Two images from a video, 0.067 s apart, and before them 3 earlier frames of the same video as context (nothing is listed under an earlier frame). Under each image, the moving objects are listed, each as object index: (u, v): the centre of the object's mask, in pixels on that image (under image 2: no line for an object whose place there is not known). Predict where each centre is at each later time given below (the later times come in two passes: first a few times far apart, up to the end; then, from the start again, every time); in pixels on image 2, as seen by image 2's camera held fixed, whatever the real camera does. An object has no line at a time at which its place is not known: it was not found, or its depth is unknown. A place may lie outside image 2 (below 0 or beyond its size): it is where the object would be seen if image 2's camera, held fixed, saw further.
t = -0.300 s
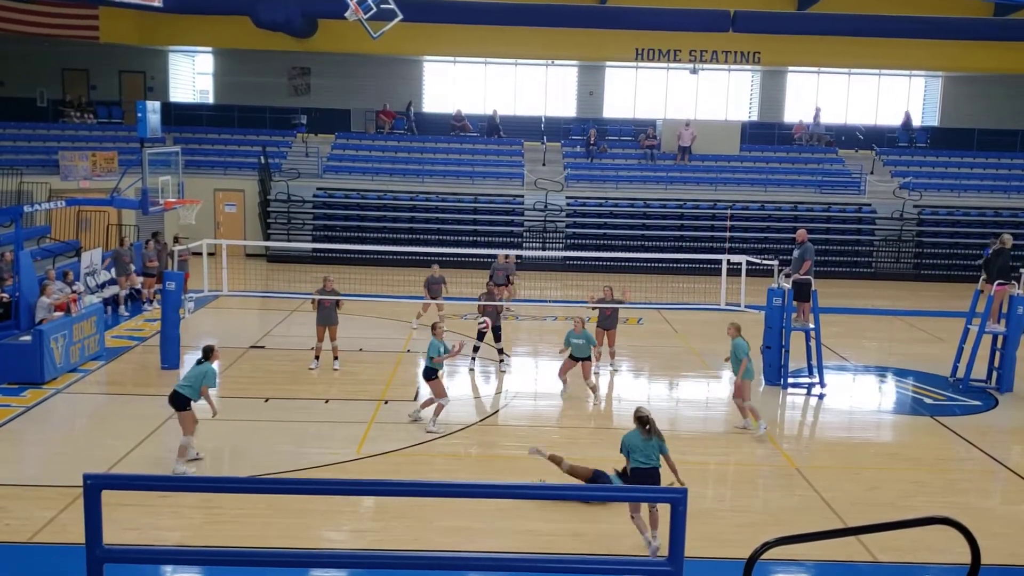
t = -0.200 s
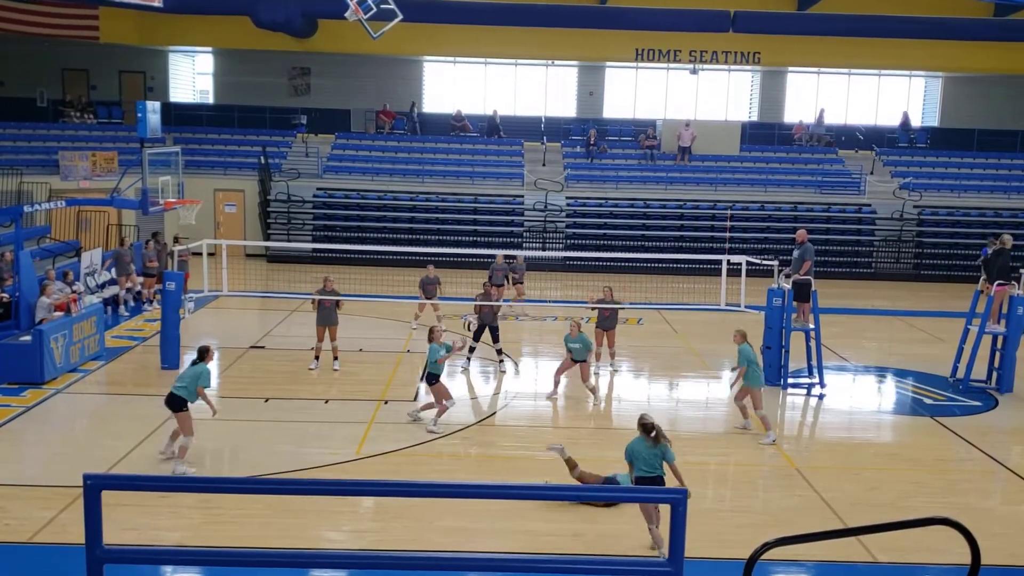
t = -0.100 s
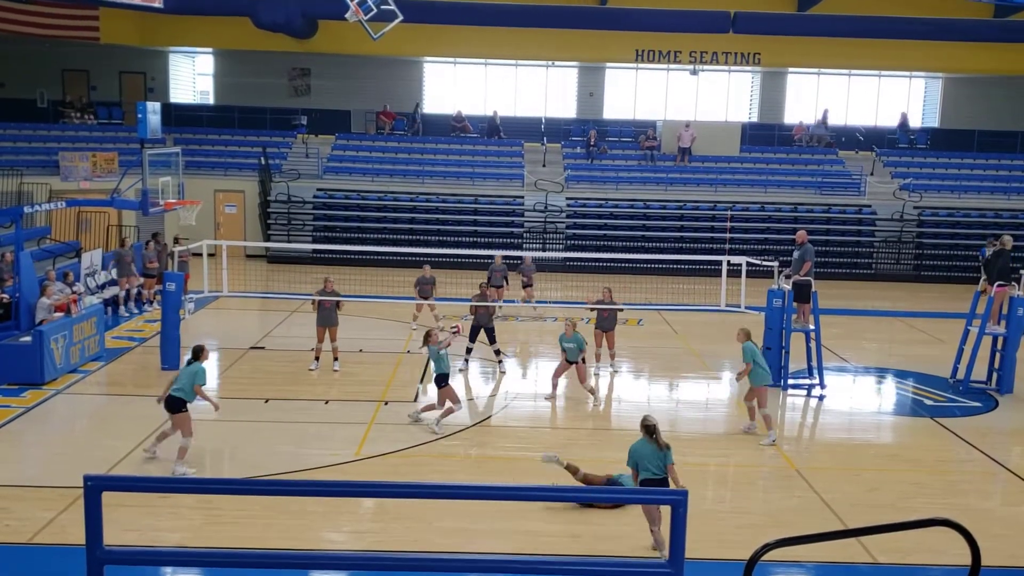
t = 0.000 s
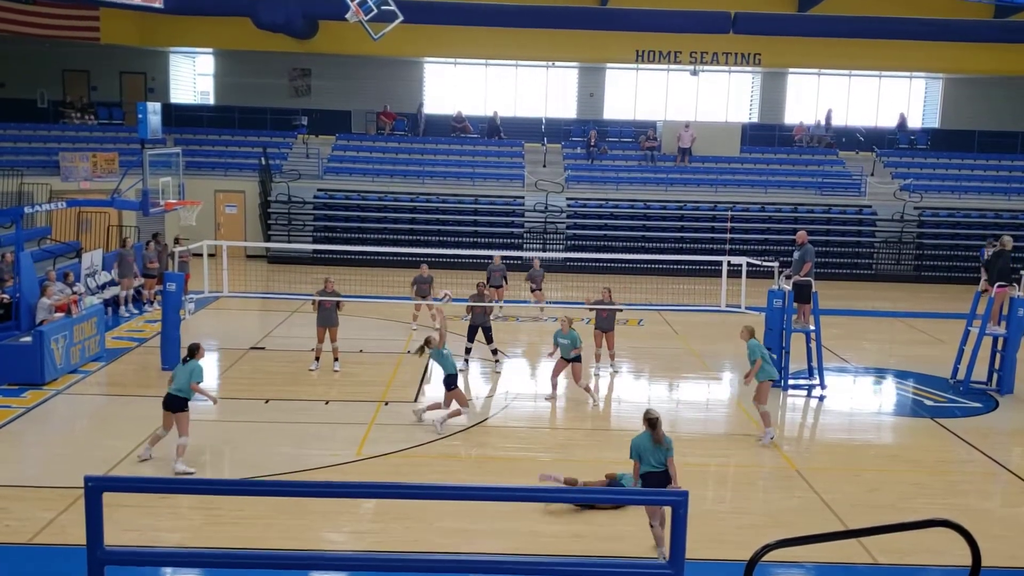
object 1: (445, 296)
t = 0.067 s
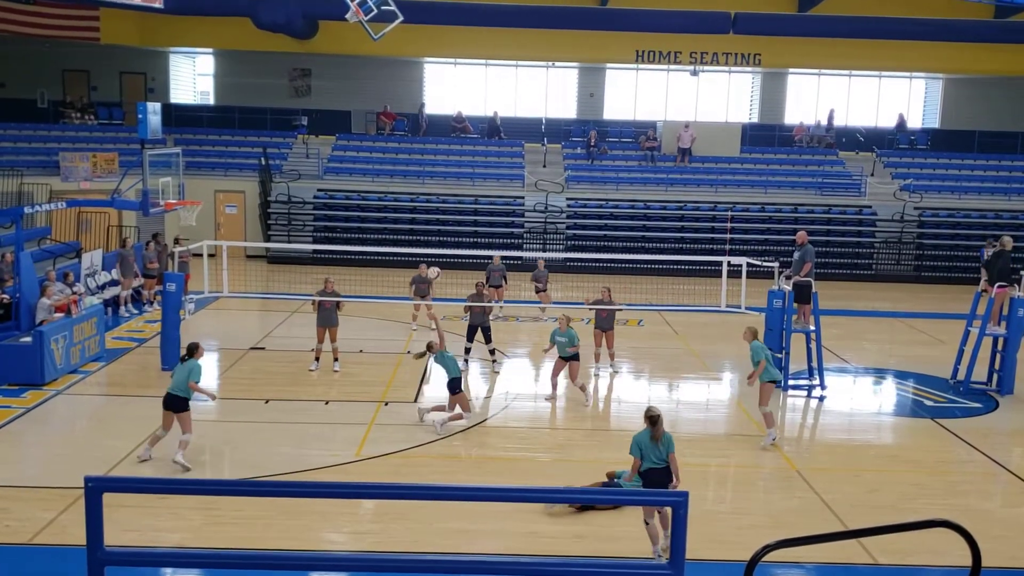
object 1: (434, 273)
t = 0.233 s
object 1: (407, 229)
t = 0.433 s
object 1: (374, 198)
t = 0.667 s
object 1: (335, 196)
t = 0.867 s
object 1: (301, 224)
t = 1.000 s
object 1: (280, 258)
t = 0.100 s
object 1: (429, 263)
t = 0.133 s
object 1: (423, 254)
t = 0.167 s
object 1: (418, 244)
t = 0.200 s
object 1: (413, 236)
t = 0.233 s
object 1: (407, 229)
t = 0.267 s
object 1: (402, 222)
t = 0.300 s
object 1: (396, 215)
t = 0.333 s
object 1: (390, 210)
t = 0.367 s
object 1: (385, 205)
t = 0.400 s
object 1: (380, 202)
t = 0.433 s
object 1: (374, 198)
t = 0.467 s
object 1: (369, 196)
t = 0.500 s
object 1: (363, 194)
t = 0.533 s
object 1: (357, 193)
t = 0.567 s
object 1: (351, 193)
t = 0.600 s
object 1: (346, 193)
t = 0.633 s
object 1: (340, 194)
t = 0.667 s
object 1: (335, 196)
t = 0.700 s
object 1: (329, 199)
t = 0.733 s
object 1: (324, 203)
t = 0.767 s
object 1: (318, 207)
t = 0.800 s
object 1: (313, 212)
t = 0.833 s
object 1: (307, 218)
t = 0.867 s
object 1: (301, 224)
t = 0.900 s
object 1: (296, 231)
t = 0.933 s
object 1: (290, 240)
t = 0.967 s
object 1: (285, 249)
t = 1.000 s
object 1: (280, 258)
